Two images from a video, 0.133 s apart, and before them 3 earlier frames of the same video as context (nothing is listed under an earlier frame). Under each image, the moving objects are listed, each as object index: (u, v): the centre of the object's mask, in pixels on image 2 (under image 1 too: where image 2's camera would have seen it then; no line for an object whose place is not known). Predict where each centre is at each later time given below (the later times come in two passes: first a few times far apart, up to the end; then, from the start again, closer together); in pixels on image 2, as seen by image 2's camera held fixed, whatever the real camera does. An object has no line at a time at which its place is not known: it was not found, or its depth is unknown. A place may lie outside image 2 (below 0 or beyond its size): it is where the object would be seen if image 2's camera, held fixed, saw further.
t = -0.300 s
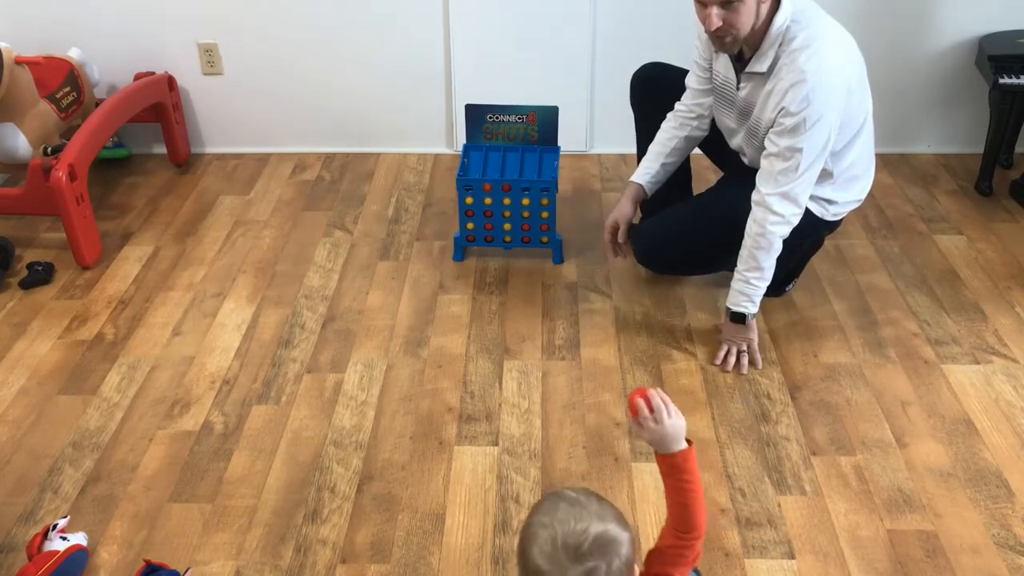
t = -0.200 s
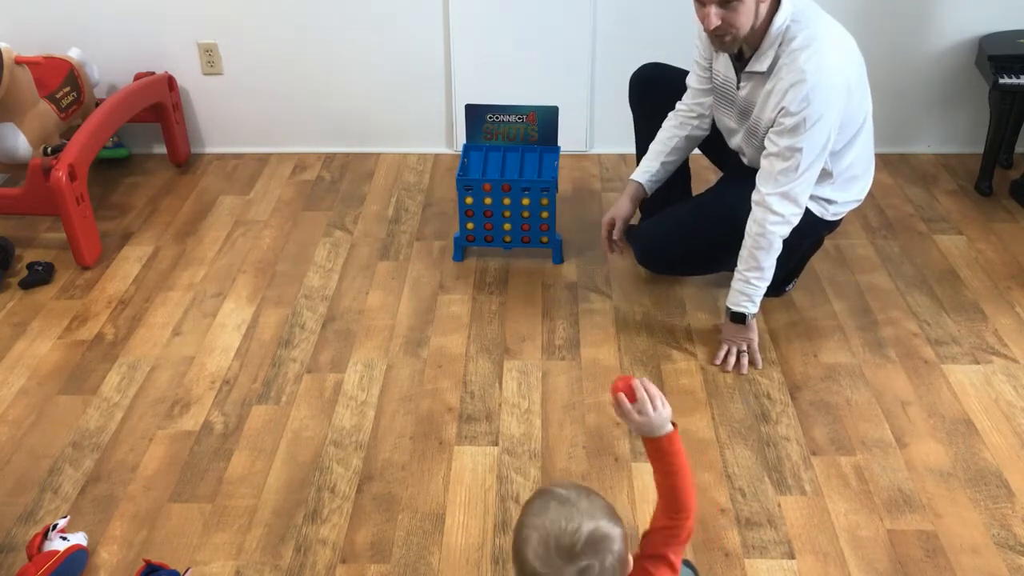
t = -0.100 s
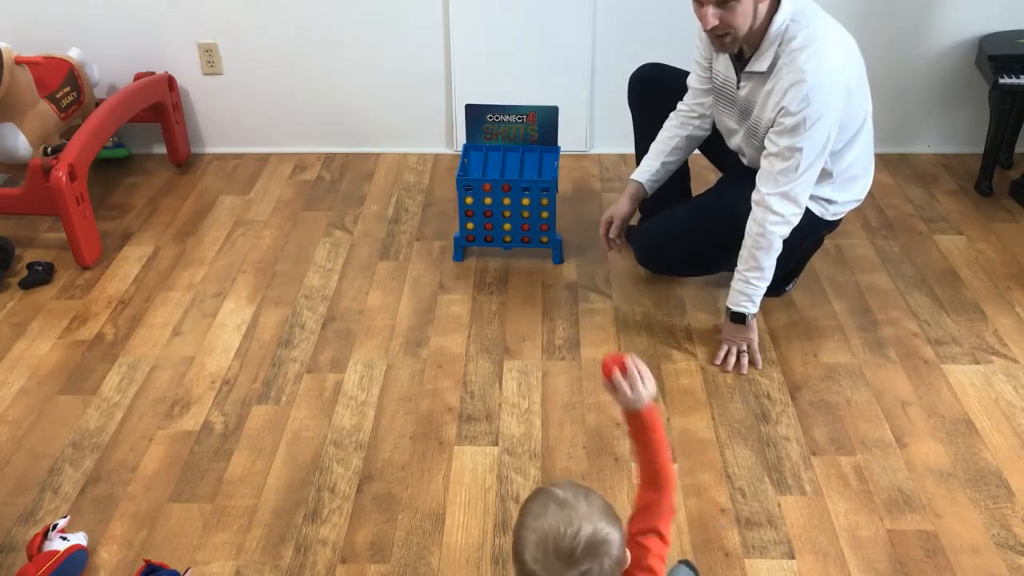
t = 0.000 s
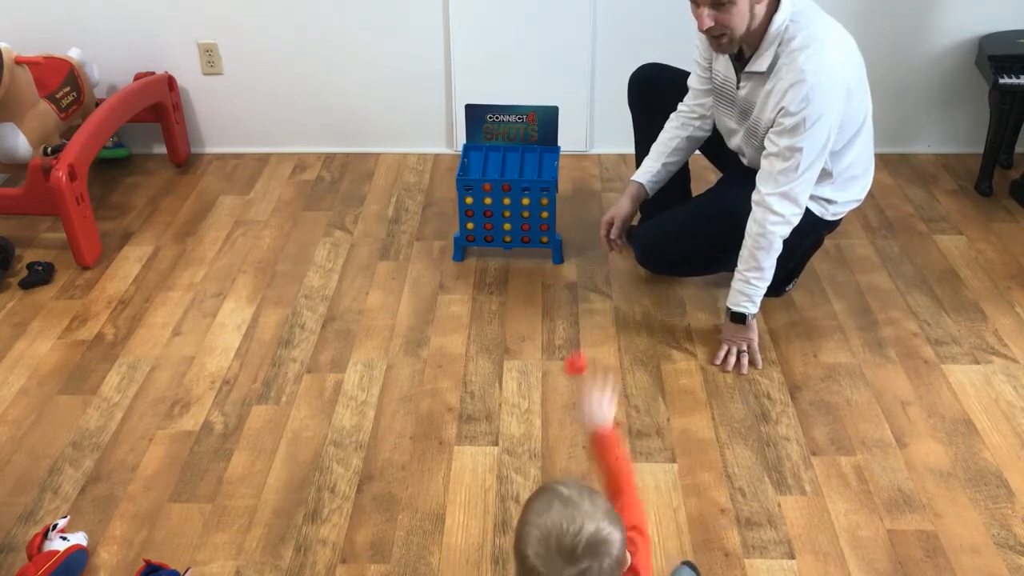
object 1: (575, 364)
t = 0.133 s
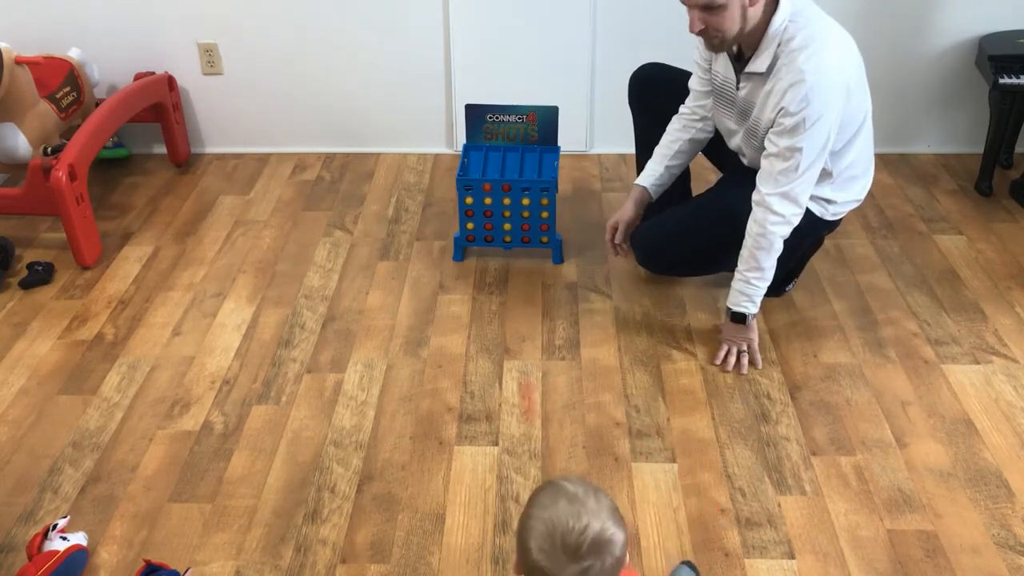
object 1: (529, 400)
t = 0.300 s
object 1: (499, 184)
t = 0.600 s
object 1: (466, 106)
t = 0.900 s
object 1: (421, 210)
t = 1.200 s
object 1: (387, 225)
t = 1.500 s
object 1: (353, 244)
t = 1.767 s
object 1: (324, 295)
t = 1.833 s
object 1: (314, 288)
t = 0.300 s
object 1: (499, 184)
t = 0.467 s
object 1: (478, 97)
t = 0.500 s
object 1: (474, 94)
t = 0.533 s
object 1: (471, 95)
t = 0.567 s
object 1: (469, 99)
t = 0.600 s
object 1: (466, 106)
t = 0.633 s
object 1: (460, 119)
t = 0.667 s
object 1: (454, 136)
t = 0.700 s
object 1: (450, 156)
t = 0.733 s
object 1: (444, 180)
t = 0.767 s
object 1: (440, 205)
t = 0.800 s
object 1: (435, 233)
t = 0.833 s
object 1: (430, 240)
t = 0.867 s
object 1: (426, 223)
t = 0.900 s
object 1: (421, 210)
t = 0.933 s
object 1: (416, 197)
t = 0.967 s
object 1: (412, 187)
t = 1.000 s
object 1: (408, 182)
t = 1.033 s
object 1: (404, 180)
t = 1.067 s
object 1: (400, 182)
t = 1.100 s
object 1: (396, 188)
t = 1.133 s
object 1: (393, 197)
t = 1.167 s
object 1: (390, 210)
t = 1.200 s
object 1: (387, 225)
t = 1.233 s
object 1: (385, 245)
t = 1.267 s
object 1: (383, 268)
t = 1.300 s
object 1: (381, 285)
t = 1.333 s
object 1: (375, 270)
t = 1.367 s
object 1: (370, 258)
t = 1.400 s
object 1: (365, 249)
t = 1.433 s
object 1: (360, 244)
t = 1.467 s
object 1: (357, 243)
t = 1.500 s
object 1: (353, 244)
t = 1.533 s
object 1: (349, 250)
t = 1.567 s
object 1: (346, 259)
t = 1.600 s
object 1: (342, 272)
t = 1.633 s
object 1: (340, 288)
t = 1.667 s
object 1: (338, 308)
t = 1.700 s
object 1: (336, 315)
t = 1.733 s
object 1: (330, 303)
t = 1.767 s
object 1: (324, 295)
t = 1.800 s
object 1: (319, 290)
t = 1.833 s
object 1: (314, 288)
